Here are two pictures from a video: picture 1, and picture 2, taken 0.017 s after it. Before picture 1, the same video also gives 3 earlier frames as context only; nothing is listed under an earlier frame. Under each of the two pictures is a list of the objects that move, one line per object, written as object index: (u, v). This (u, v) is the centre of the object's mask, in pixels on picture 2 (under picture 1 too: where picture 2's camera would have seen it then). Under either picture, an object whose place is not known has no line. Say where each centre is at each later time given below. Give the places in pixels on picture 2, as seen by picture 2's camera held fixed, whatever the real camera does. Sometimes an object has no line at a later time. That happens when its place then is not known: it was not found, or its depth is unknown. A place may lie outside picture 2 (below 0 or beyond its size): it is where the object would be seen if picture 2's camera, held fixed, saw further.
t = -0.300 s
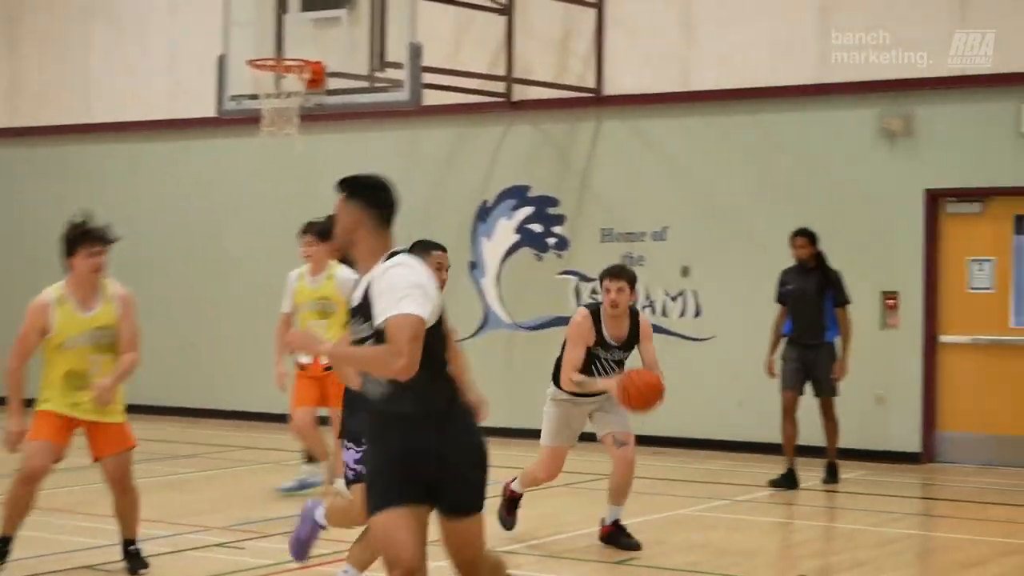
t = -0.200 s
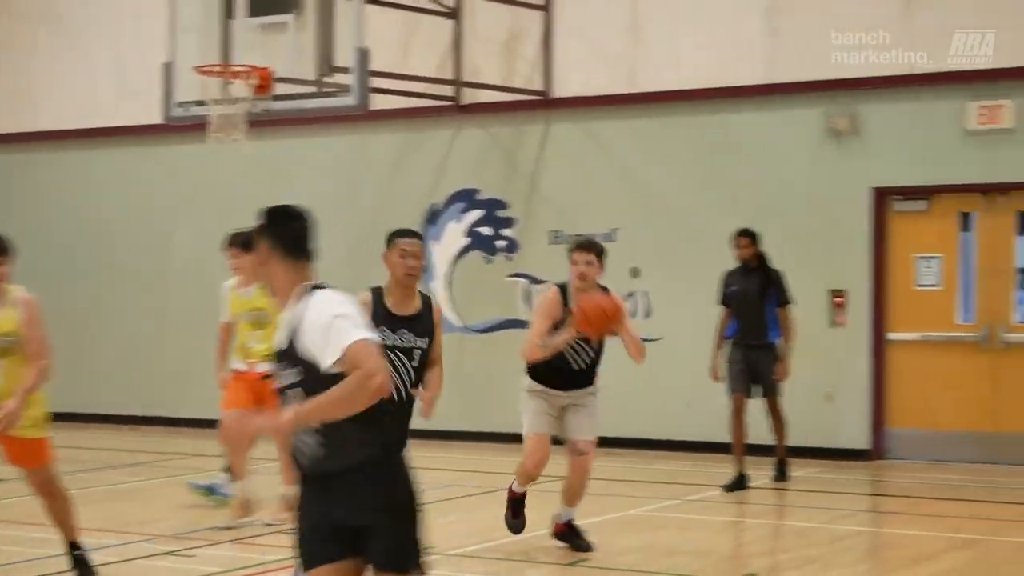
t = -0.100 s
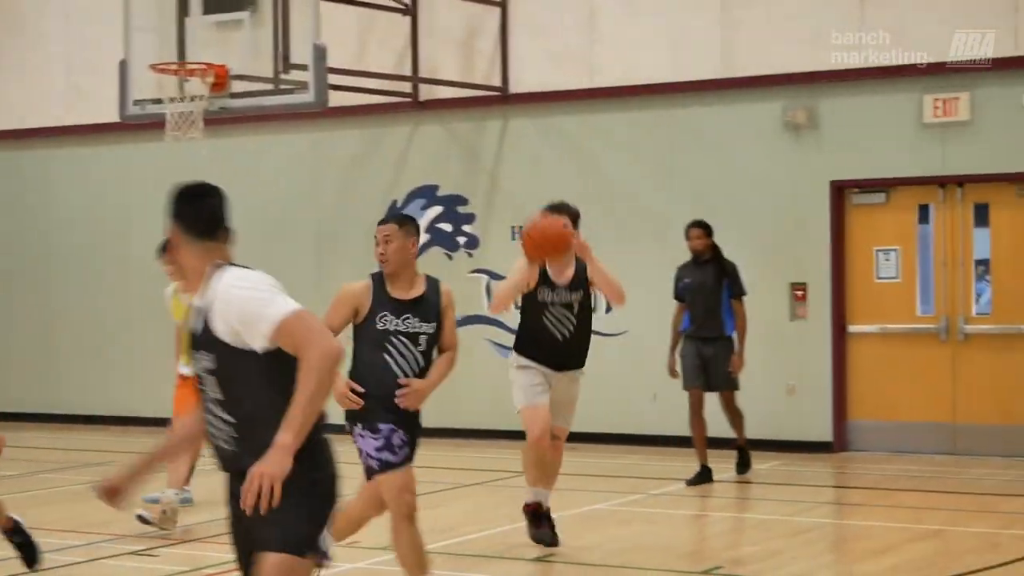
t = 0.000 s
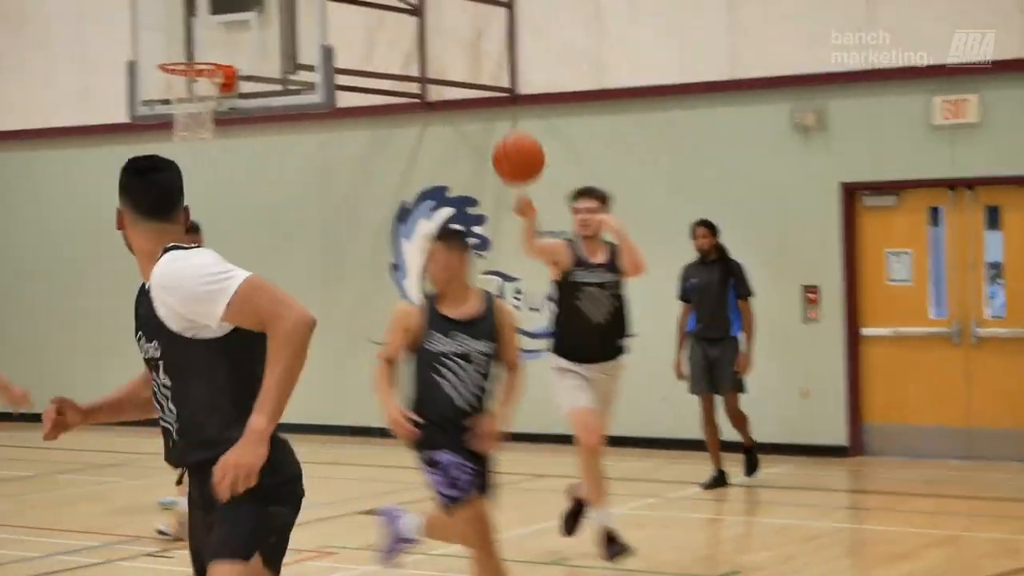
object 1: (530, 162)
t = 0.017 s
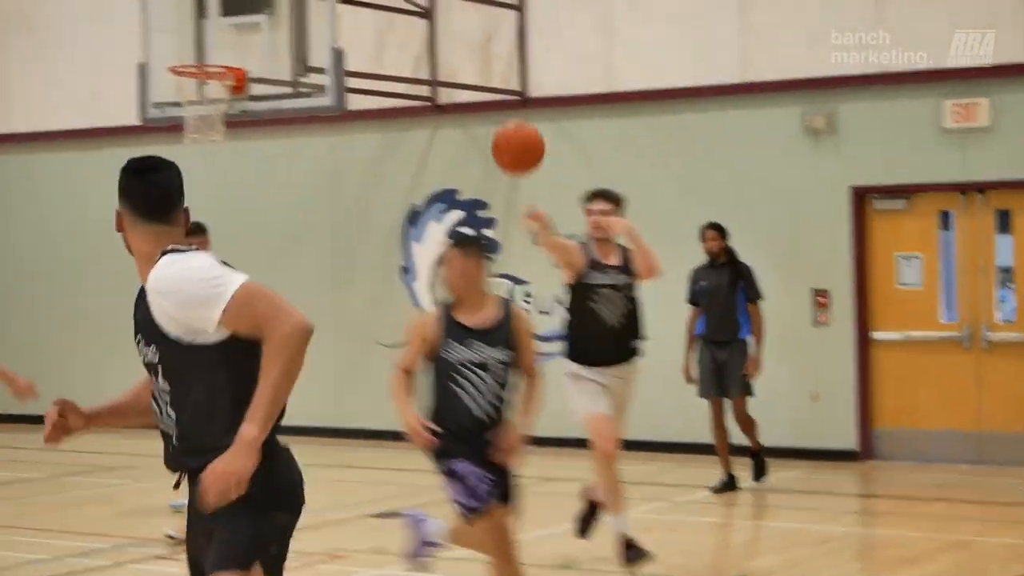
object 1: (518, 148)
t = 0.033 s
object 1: (506, 131)
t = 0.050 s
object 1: (496, 117)
